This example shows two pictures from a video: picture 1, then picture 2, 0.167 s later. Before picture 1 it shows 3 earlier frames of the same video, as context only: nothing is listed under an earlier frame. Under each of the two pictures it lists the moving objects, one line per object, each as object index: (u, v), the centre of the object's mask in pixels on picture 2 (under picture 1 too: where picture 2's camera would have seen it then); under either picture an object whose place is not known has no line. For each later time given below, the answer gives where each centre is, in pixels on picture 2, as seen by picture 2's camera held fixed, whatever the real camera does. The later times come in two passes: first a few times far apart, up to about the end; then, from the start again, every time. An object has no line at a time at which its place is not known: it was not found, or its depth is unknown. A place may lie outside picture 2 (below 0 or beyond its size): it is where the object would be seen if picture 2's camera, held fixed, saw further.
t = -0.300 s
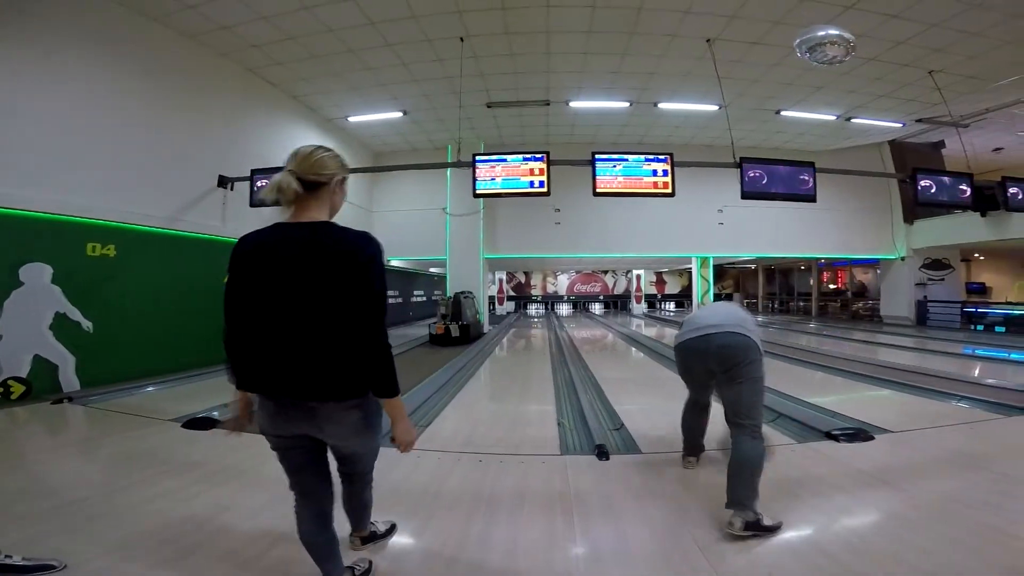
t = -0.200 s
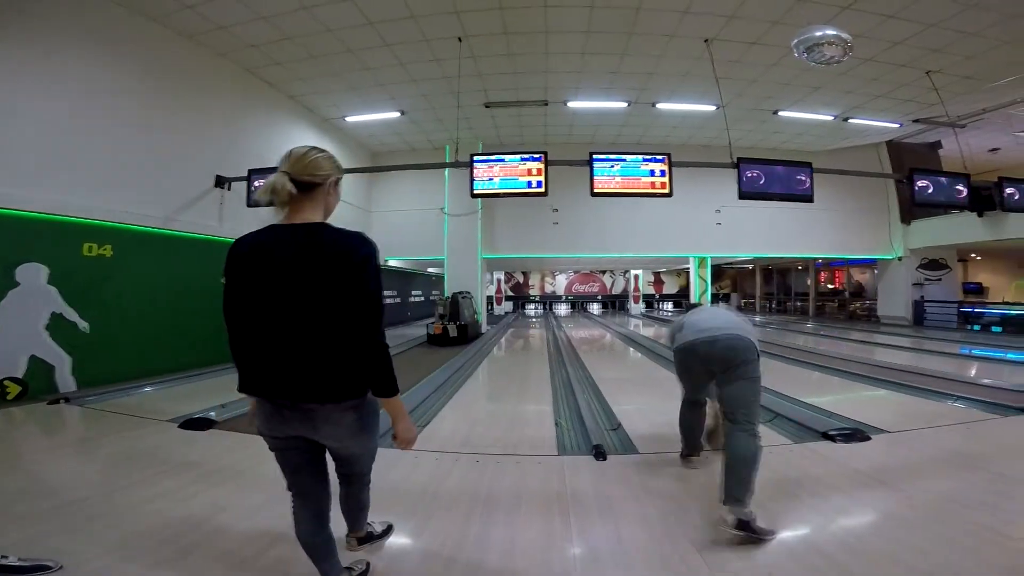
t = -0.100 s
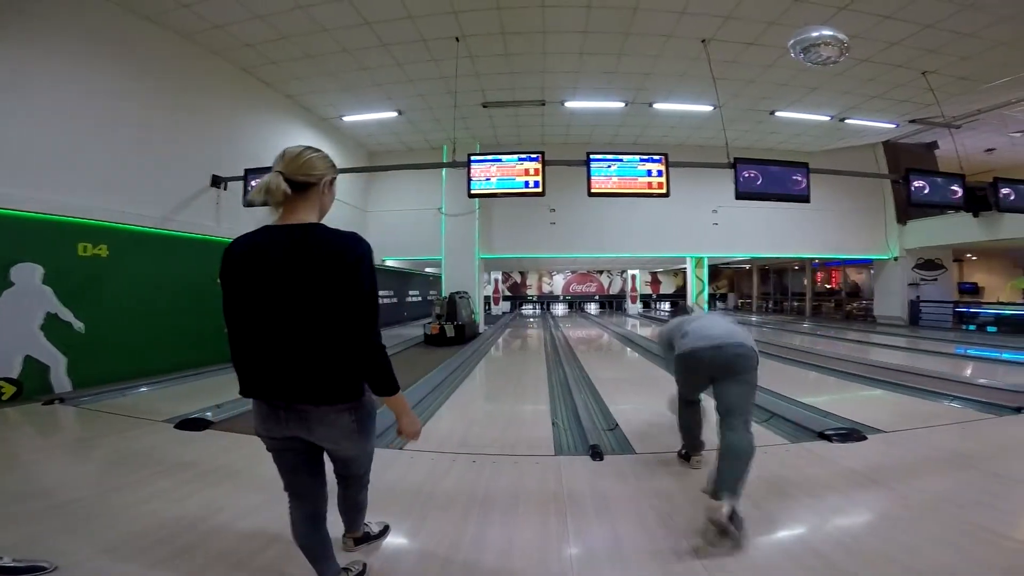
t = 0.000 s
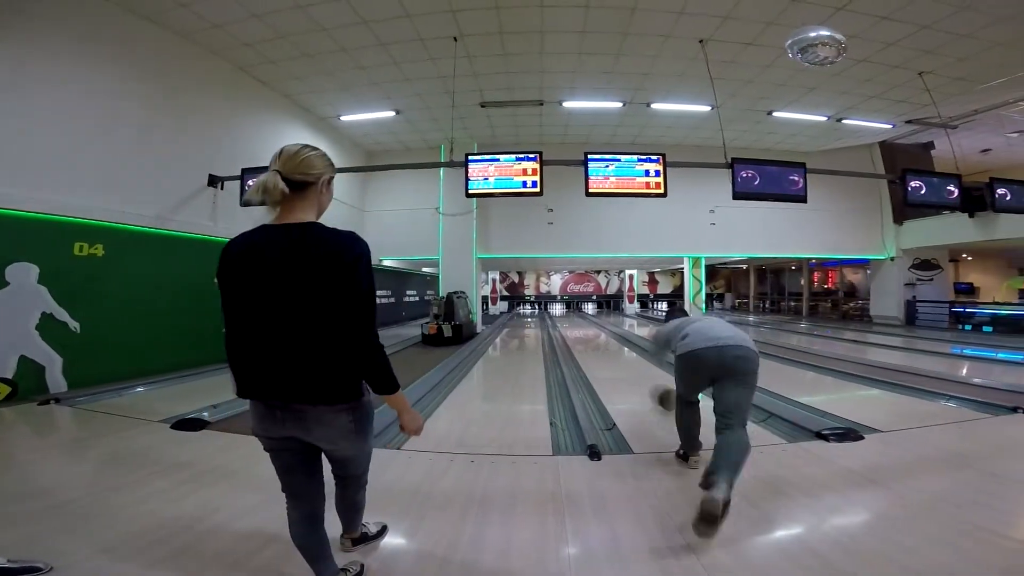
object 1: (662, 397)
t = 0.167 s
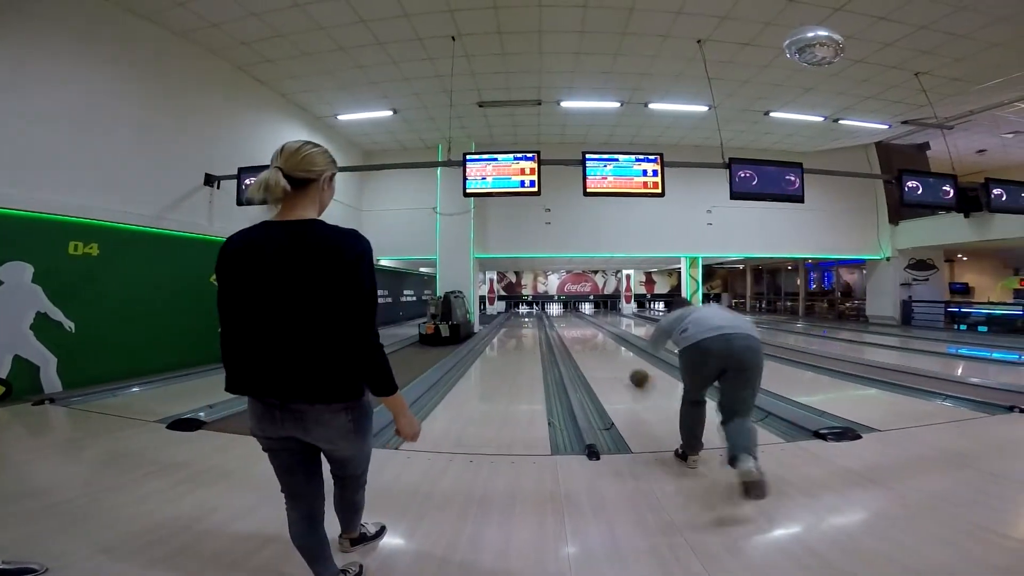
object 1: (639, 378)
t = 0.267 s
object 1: (629, 370)
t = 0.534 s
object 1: (611, 355)
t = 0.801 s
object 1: (599, 344)
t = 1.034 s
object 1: (592, 338)
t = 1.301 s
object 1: (582, 335)
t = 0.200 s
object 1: (638, 377)
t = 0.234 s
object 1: (634, 374)
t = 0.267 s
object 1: (629, 370)
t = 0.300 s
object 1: (628, 369)
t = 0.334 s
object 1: (624, 366)
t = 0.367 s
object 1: (622, 364)
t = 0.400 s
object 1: (620, 363)
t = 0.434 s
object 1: (617, 360)
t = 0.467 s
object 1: (615, 358)
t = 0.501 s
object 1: (614, 357)
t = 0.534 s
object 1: (611, 355)
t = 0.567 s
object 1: (609, 352)
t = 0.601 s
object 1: (608, 352)
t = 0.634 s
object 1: (606, 350)
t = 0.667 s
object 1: (604, 349)
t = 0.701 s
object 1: (603, 348)
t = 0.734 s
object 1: (601, 346)
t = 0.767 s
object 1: (600, 345)
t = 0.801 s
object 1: (599, 344)
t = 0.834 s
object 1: (598, 343)
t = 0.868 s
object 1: (597, 342)
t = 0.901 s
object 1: (596, 342)
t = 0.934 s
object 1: (594, 340)
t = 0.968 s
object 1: (593, 340)
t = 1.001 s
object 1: (593, 339)
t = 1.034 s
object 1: (592, 338)
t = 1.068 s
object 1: (591, 337)
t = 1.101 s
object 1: (590, 337)
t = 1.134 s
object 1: (589, 337)
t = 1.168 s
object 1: (588, 336)
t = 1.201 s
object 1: (587, 336)
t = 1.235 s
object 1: (585, 335)
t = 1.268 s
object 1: (585, 335)
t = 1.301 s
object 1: (582, 335)
